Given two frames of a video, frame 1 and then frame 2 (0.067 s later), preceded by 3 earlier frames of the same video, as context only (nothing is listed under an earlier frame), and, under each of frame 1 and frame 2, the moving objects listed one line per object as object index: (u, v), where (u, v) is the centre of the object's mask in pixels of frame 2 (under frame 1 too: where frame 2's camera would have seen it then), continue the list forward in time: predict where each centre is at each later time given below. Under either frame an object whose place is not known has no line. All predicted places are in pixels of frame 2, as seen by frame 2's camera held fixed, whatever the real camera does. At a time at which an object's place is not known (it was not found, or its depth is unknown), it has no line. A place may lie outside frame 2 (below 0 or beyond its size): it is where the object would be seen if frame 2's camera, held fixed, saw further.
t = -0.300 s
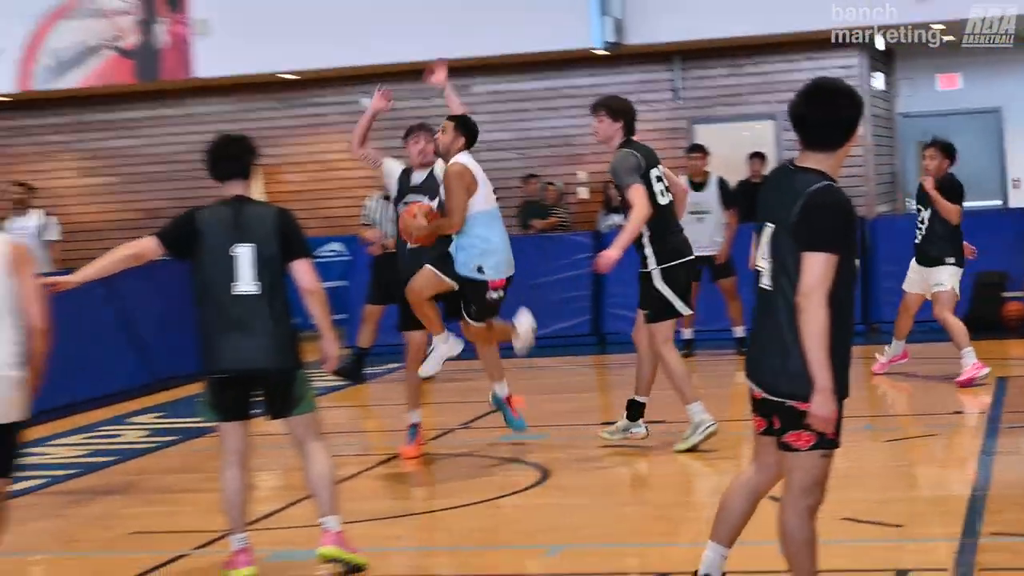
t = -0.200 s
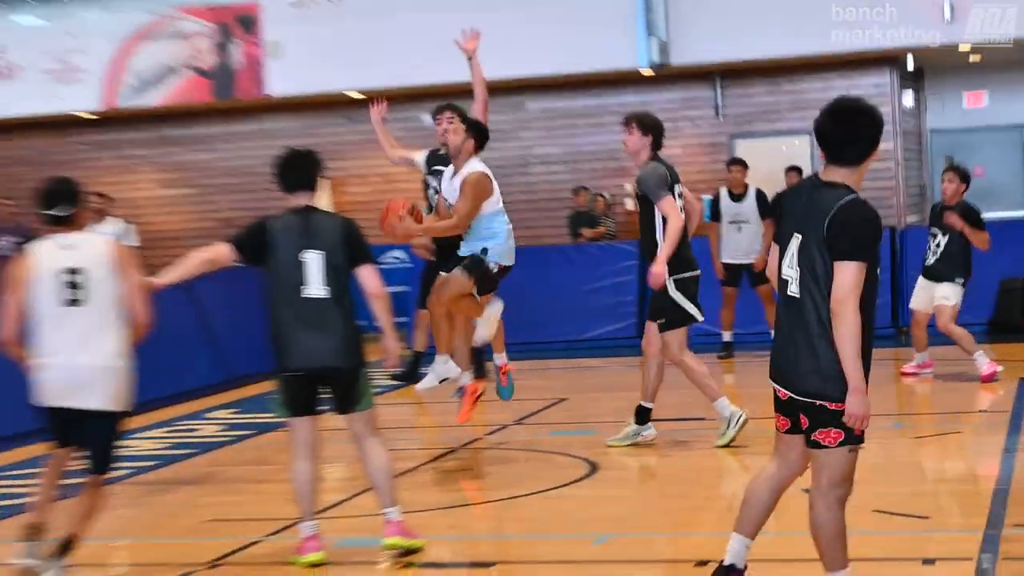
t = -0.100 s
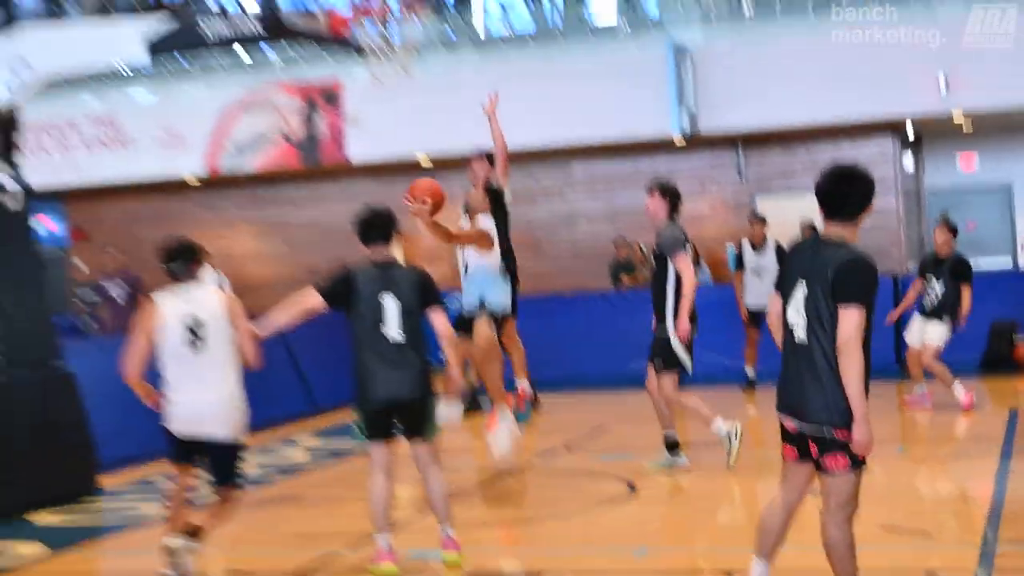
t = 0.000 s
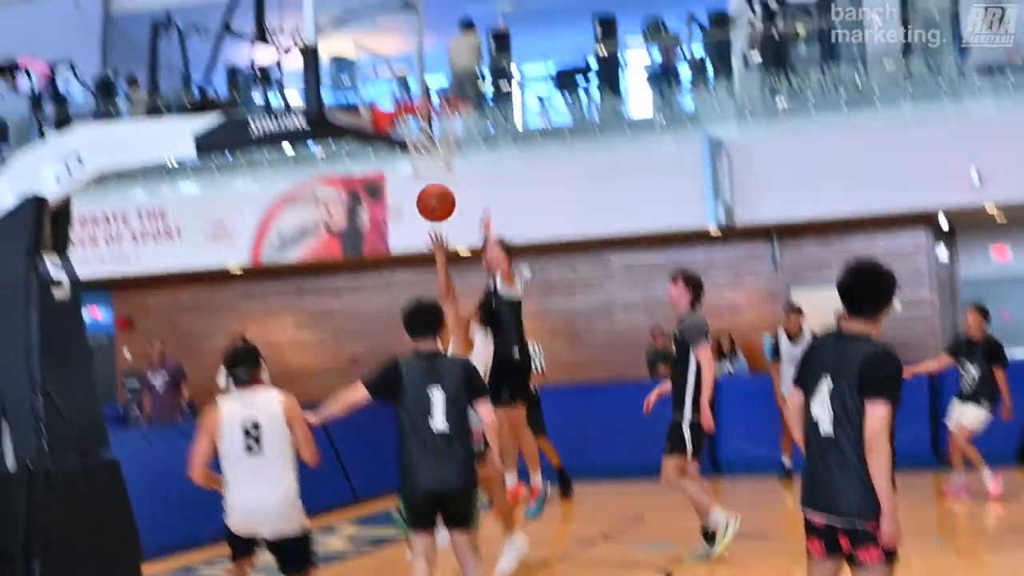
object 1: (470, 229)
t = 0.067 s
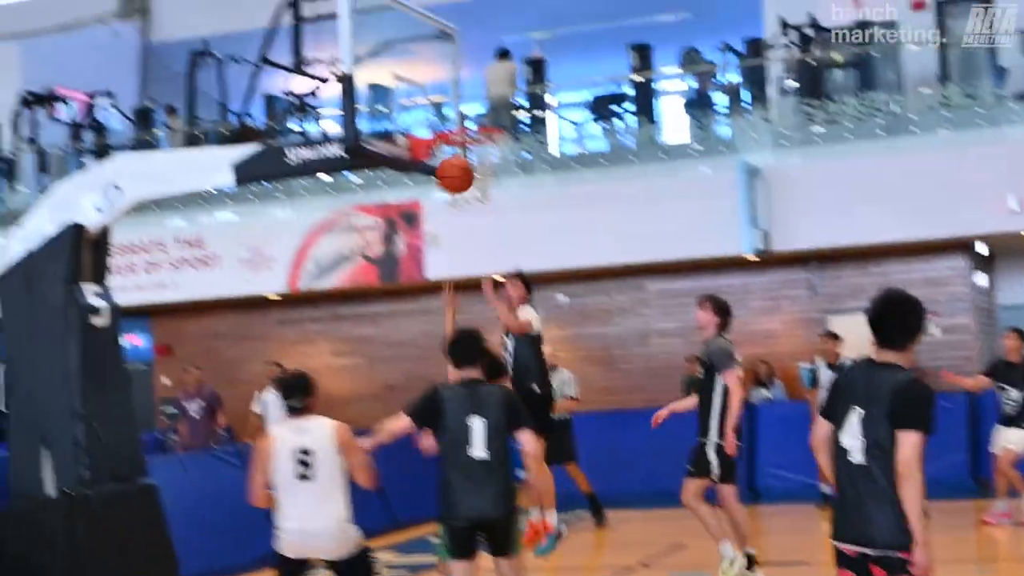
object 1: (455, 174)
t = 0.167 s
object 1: (435, 105)
